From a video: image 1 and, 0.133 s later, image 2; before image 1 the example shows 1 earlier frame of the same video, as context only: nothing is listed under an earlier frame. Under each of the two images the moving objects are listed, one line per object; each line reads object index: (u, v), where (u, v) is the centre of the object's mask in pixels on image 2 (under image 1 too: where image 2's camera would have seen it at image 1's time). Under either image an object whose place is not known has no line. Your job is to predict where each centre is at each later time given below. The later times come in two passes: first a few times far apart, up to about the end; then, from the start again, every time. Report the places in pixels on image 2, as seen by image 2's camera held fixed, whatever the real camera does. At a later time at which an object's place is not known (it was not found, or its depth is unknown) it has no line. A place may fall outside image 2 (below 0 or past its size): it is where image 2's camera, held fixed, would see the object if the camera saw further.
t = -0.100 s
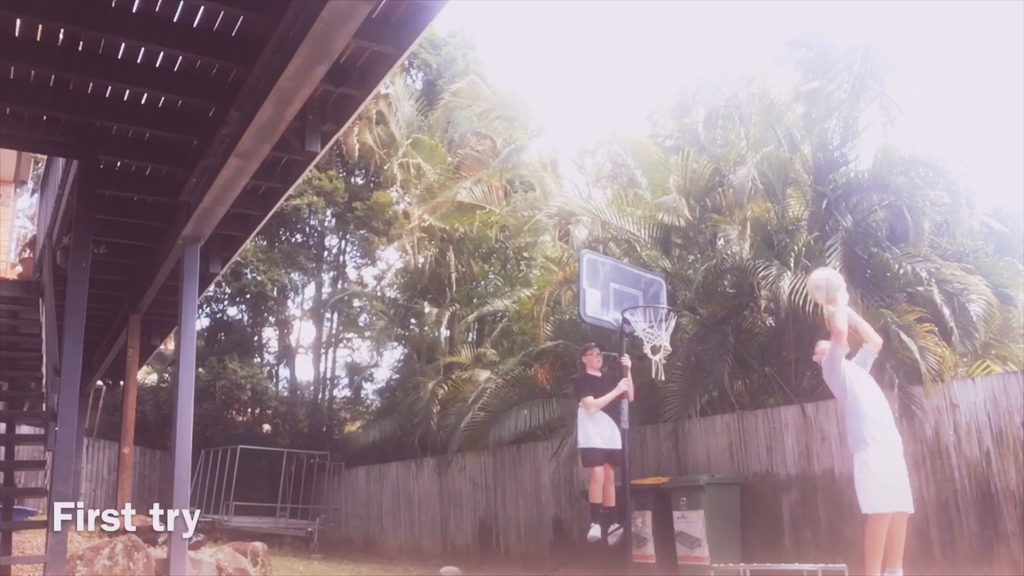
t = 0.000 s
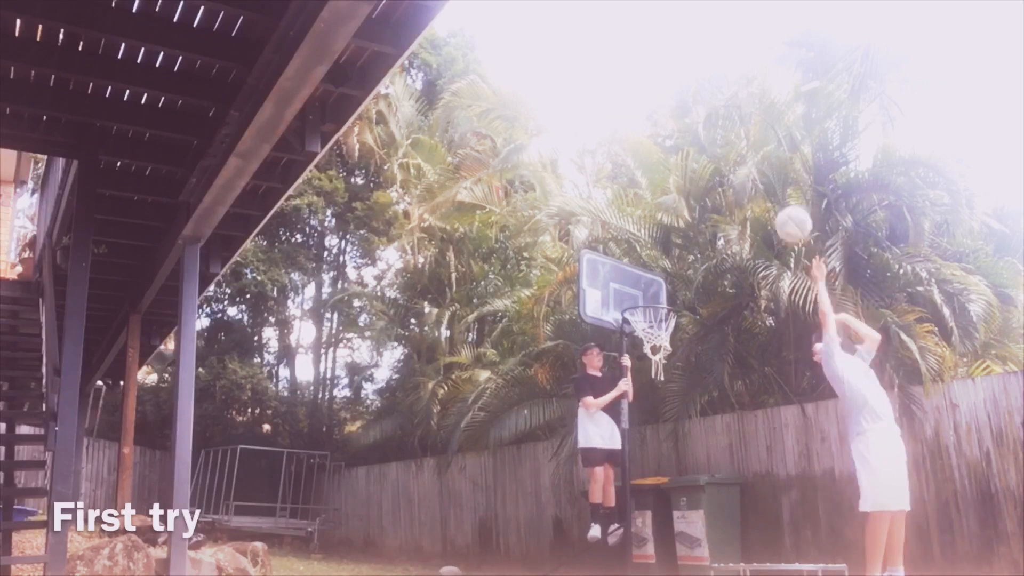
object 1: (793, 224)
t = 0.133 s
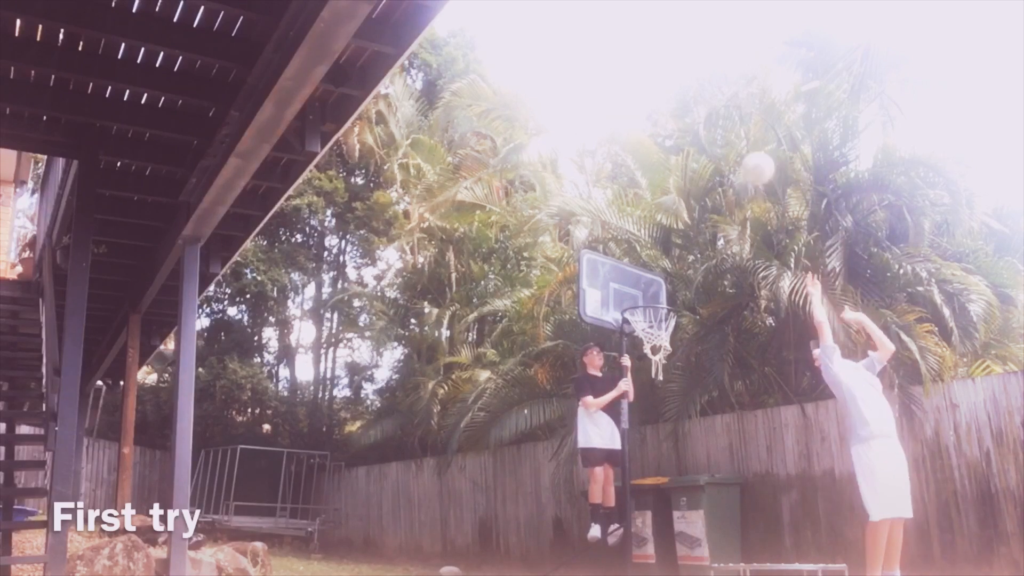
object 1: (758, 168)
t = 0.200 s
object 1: (743, 151)
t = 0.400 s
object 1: (706, 129)
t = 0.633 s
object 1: (675, 159)
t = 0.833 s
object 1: (655, 226)
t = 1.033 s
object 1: (641, 331)
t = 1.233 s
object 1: (642, 451)
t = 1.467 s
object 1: (675, 562)
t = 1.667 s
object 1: (705, 463)
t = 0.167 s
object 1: (750, 158)
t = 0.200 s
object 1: (743, 151)
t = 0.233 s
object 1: (736, 145)
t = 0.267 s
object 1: (729, 139)
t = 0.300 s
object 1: (722, 136)
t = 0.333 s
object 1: (717, 132)
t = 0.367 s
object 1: (711, 130)
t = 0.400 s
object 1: (706, 129)
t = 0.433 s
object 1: (700, 130)
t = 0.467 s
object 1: (696, 131)
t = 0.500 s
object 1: (691, 136)
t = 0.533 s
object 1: (687, 140)
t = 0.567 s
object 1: (682, 145)
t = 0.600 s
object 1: (679, 150)
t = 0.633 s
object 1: (675, 159)
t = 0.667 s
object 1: (671, 167)
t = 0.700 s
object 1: (667, 177)
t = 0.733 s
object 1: (664, 186)
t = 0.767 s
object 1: (660, 200)
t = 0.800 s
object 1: (658, 213)
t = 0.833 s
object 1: (655, 226)
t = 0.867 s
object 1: (652, 242)
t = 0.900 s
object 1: (650, 257)
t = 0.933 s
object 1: (648, 275)
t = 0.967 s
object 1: (646, 293)
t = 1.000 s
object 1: (643, 312)
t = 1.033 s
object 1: (641, 331)
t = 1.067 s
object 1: (638, 353)
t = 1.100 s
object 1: (638, 374)
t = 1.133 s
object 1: (637, 396)
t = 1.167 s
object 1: (635, 420)
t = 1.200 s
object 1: (639, 434)
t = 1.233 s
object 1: (642, 451)
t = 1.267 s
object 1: (646, 467)
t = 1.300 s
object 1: (651, 486)
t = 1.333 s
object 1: (655, 506)
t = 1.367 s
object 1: (660, 528)
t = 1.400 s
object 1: (665, 552)
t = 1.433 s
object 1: (670, 569)
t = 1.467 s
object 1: (675, 562)
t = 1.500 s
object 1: (679, 542)
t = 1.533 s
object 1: (682, 520)
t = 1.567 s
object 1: (689, 505)
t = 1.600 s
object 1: (694, 490)
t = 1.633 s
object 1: (699, 476)
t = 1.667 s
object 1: (705, 463)
